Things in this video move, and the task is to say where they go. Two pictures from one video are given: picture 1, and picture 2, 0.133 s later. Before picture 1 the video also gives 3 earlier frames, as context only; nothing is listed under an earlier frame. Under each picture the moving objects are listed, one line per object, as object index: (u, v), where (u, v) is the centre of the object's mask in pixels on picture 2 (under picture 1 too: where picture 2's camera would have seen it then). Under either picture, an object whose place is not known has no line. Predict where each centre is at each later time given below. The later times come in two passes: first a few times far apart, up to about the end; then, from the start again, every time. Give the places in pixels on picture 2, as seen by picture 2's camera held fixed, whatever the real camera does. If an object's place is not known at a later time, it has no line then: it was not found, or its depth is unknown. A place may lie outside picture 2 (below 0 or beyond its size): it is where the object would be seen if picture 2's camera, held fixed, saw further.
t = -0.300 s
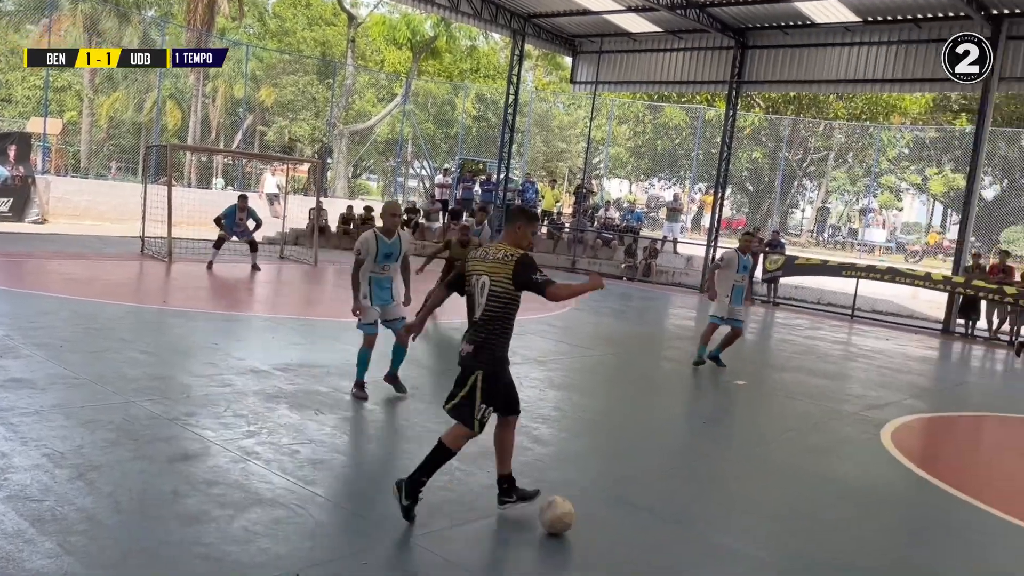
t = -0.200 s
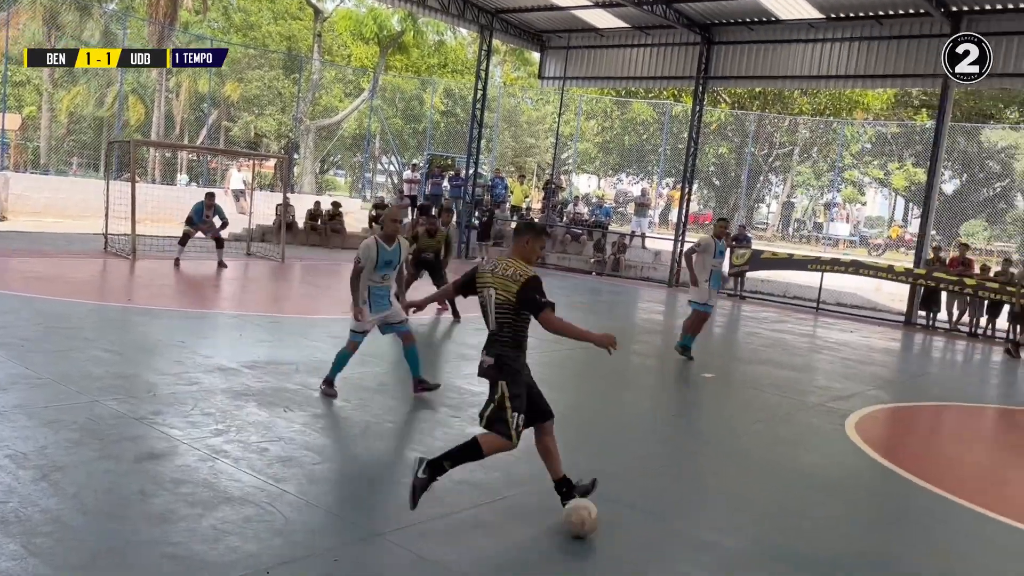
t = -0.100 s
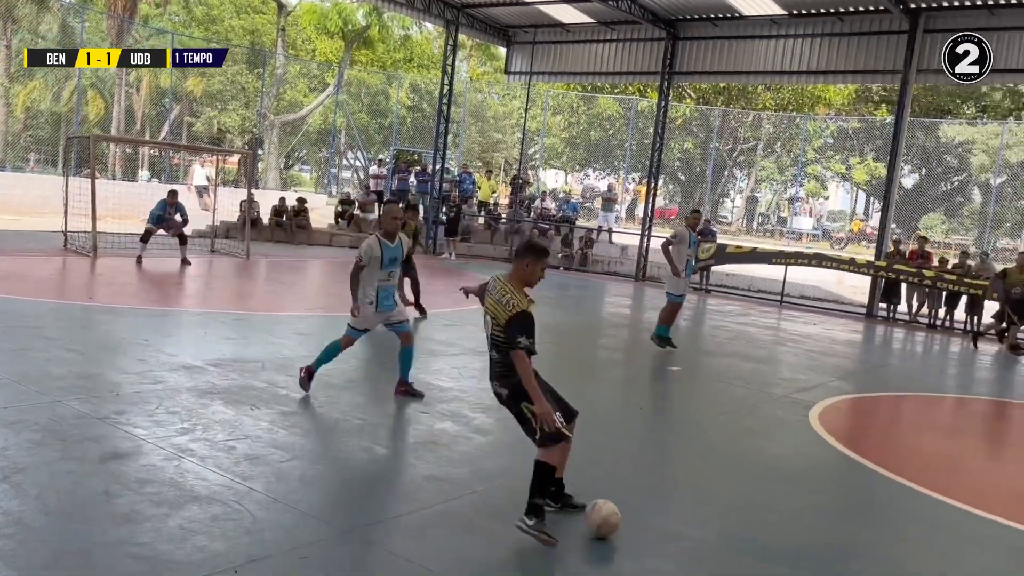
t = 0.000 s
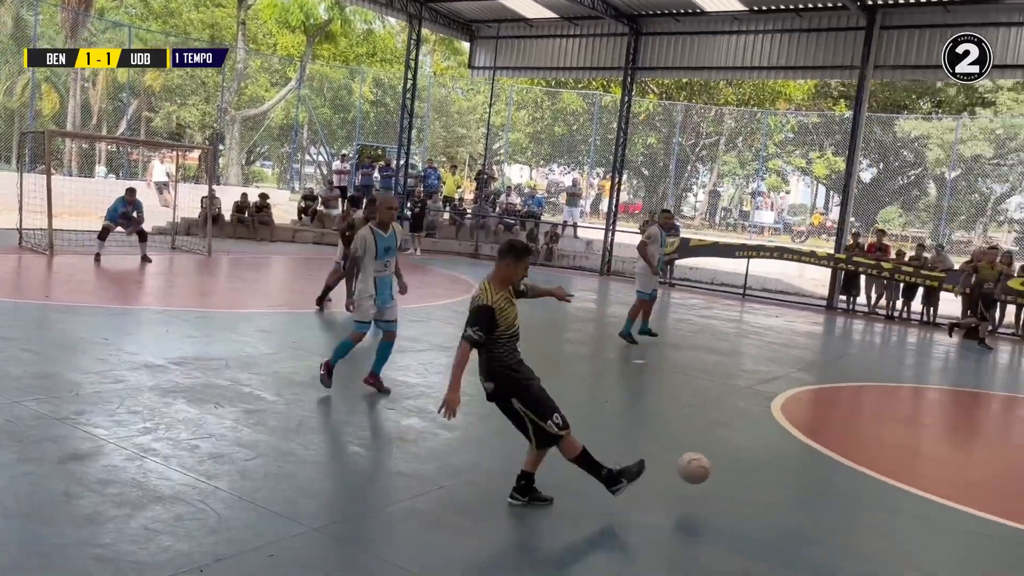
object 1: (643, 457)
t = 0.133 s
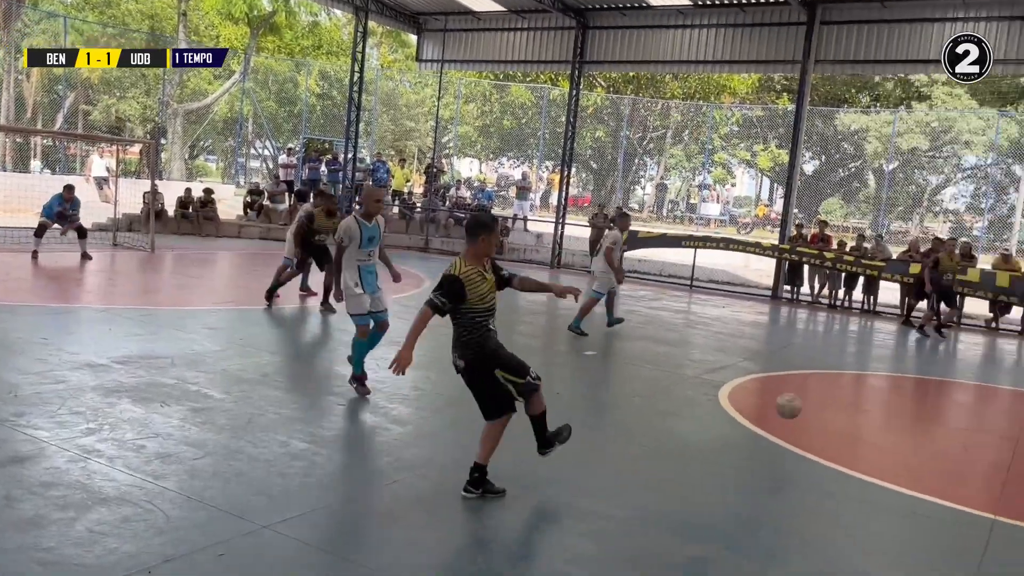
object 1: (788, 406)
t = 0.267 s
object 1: (881, 393)
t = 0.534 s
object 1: (992, 371)
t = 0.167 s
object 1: (816, 400)
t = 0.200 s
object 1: (839, 398)
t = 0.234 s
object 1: (862, 394)
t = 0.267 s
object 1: (881, 393)
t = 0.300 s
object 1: (899, 394)
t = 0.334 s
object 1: (916, 393)
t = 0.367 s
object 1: (931, 395)
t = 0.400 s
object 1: (945, 387)
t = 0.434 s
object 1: (958, 382)
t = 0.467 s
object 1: (970, 376)
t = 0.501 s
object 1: (981, 373)
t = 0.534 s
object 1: (992, 371)
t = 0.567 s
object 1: (1001, 369)
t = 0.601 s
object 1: (1010, 369)
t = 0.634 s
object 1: (1018, 371)
